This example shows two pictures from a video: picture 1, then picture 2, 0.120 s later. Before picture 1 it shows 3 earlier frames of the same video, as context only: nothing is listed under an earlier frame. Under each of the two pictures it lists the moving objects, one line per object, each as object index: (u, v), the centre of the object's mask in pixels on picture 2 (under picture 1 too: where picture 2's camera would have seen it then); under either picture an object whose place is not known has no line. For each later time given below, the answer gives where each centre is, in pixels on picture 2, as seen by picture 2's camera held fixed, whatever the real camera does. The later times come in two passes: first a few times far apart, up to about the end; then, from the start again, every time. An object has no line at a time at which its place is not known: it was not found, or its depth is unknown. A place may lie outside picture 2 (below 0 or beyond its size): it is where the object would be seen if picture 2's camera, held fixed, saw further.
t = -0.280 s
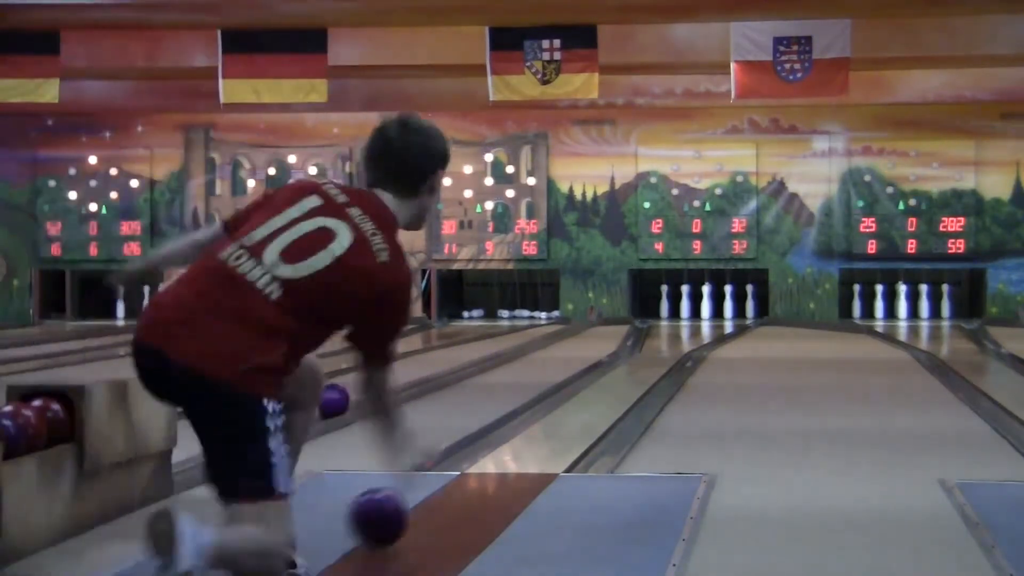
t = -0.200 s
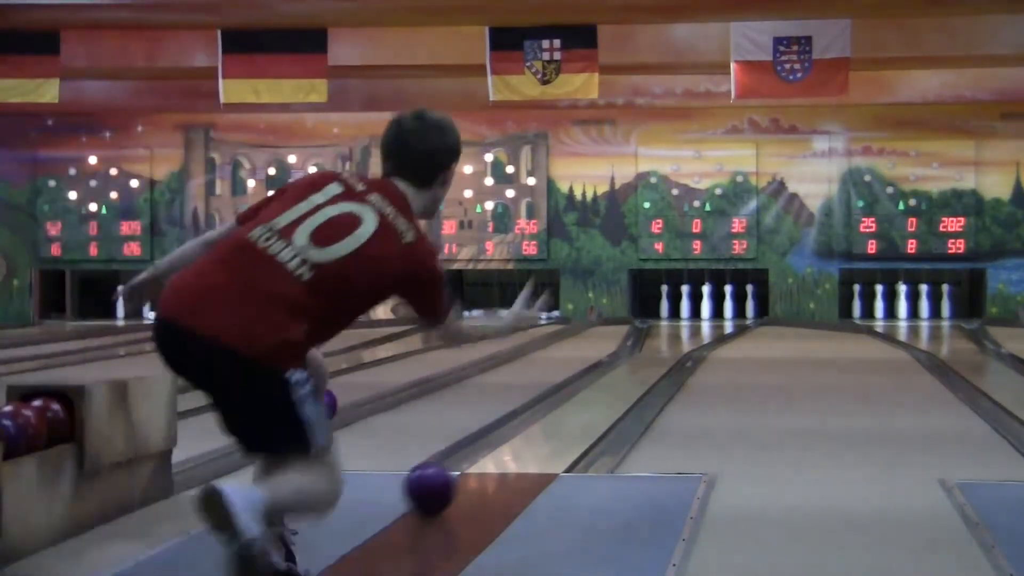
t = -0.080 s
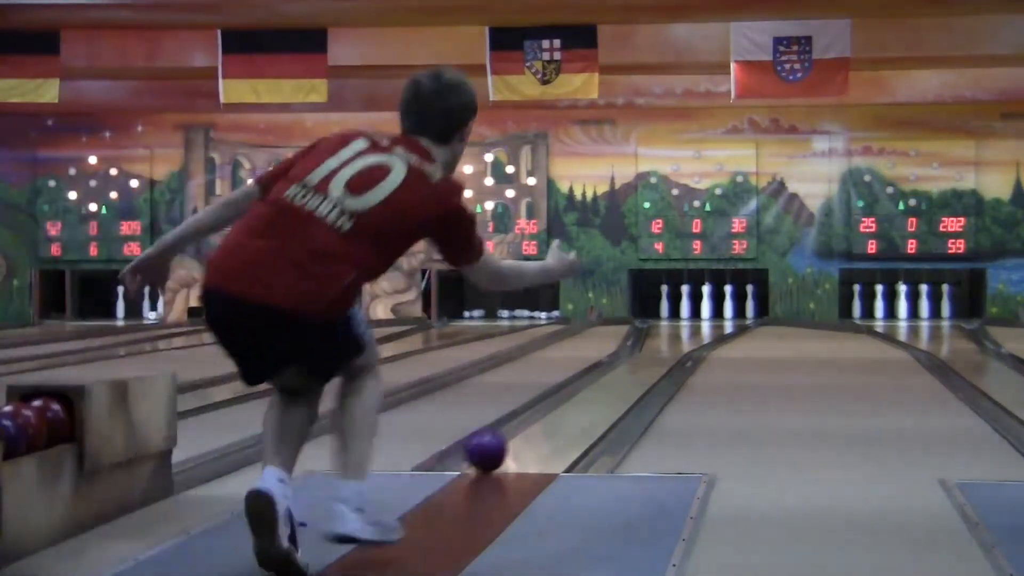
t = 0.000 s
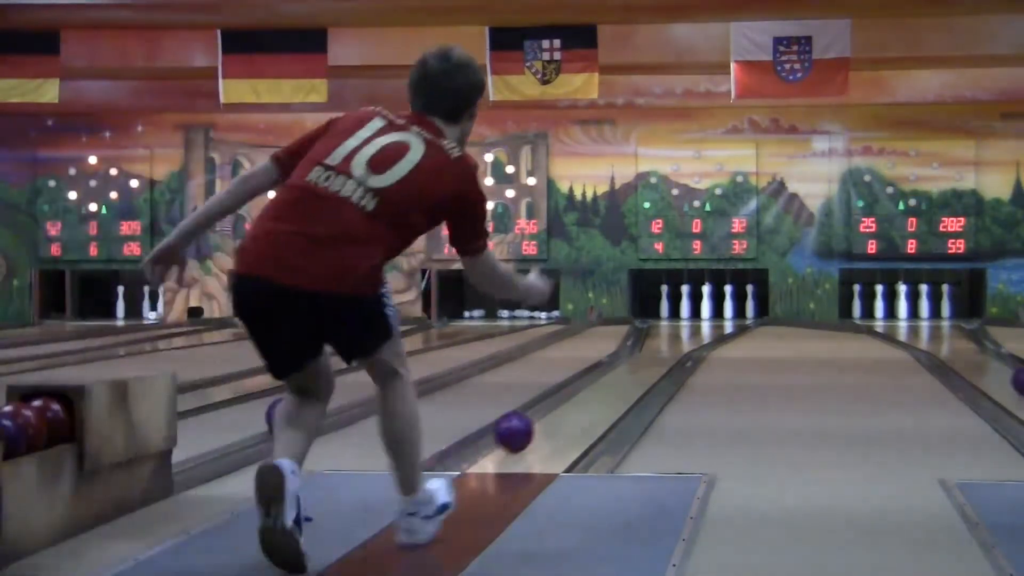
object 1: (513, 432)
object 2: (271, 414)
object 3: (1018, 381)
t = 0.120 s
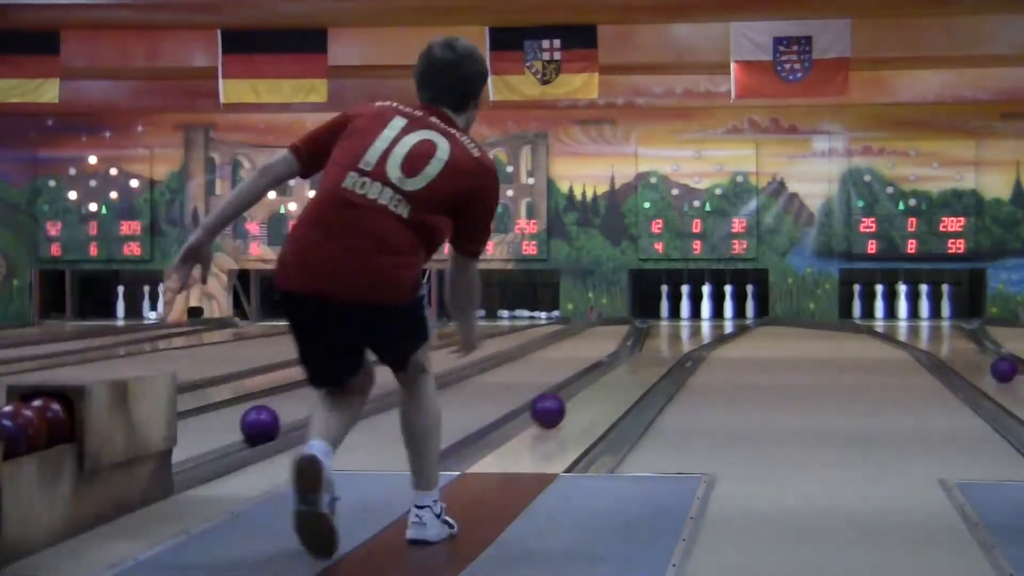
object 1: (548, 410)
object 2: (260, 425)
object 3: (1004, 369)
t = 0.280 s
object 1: (583, 389)
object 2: (224, 437)
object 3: (979, 357)
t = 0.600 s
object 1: (632, 360)
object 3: (944, 338)
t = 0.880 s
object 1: (661, 343)
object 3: (923, 327)
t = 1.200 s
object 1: (684, 329)
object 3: (905, 317)
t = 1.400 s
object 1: (695, 324)
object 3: (899, 313)
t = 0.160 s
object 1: (557, 404)
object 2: (251, 428)
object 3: (997, 365)
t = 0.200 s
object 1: (566, 399)
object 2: (243, 431)
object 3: (991, 362)
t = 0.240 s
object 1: (575, 394)
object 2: (233, 434)
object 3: (984, 359)
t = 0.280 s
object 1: (583, 389)
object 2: (224, 437)
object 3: (979, 357)
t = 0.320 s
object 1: (590, 384)
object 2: (214, 441)
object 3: (974, 354)
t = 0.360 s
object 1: (597, 379)
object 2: (204, 444)
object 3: (969, 351)
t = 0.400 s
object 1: (604, 375)
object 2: (194, 448)
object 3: (965, 349)
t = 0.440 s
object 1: (610, 371)
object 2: (188, 452)
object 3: (960, 346)
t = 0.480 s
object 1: (616, 368)
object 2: (183, 455)
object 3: (955, 344)
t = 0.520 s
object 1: (622, 366)
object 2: (178, 460)
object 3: (951, 342)
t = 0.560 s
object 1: (627, 362)
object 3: (948, 340)
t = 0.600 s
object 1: (632, 360)
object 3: (944, 338)
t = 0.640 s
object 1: (637, 357)
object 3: (941, 336)
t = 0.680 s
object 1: (641, 354)
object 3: (937, 334)
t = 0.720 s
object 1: (645, 352)
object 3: (934, 333)
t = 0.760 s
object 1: (650, 349)
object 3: (931, 332)
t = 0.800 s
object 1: (654, 347)
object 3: (929, 330)
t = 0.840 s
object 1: (657, 344)
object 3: (926, 329)
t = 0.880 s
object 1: (661, 343)
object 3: (923, 327)
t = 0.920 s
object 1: (664, 340)
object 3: (921, 325)
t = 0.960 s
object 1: (667, 338)
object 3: (918, 324)
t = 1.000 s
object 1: (670, 337)
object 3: (916, 323)
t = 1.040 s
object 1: (673, 335)
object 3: (914, 322)
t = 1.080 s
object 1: (676, 334)
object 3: (912, 321)
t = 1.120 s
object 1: (679, 332)
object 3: (910, 320)
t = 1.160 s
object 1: (682, 330)
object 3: (907, 319)
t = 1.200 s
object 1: (684, 329)
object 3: (905, 317)
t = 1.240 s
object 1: (686, 328)
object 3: (904, 316)
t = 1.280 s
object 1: (689, 327)
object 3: (902, 315)
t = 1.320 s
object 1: (691, 326)
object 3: (901, 315)
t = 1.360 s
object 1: (693, 325)
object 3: (900, 314)
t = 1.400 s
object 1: (695, 324)
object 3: (899, 313)
